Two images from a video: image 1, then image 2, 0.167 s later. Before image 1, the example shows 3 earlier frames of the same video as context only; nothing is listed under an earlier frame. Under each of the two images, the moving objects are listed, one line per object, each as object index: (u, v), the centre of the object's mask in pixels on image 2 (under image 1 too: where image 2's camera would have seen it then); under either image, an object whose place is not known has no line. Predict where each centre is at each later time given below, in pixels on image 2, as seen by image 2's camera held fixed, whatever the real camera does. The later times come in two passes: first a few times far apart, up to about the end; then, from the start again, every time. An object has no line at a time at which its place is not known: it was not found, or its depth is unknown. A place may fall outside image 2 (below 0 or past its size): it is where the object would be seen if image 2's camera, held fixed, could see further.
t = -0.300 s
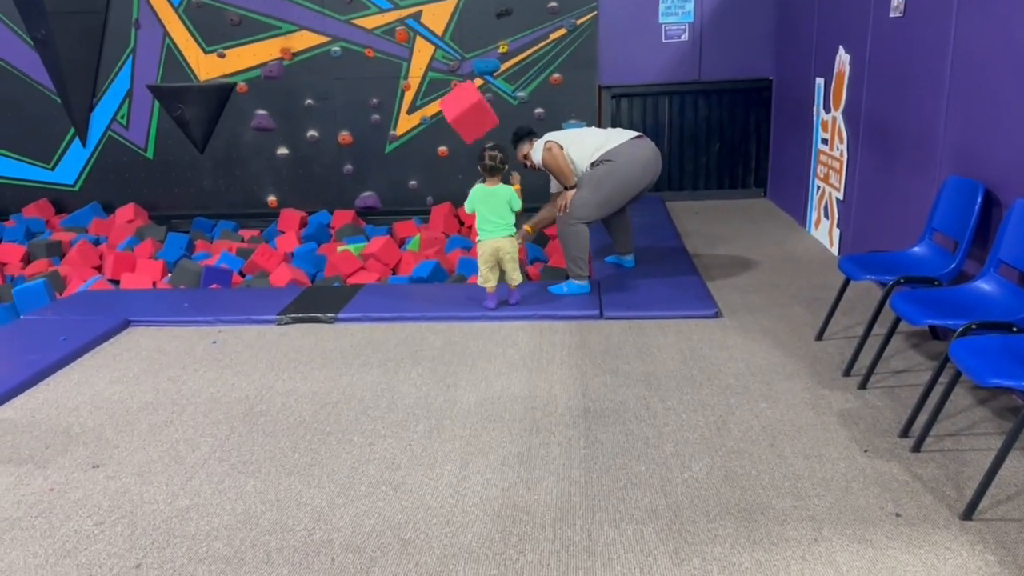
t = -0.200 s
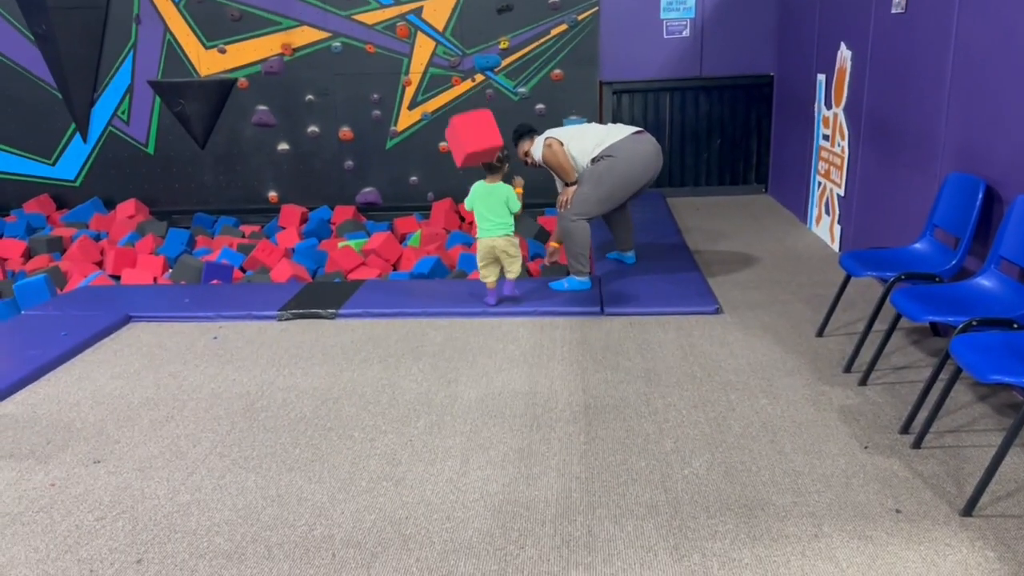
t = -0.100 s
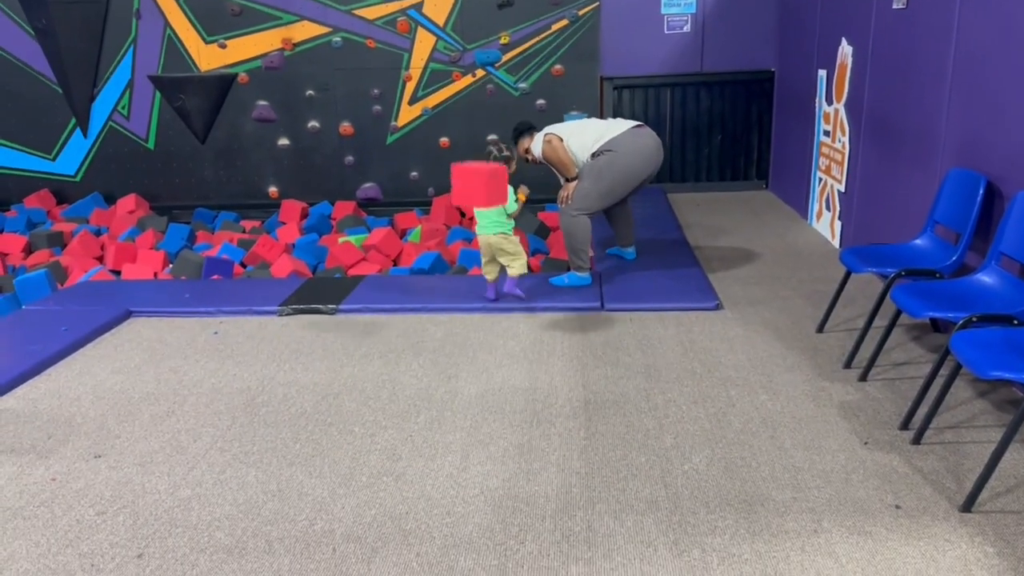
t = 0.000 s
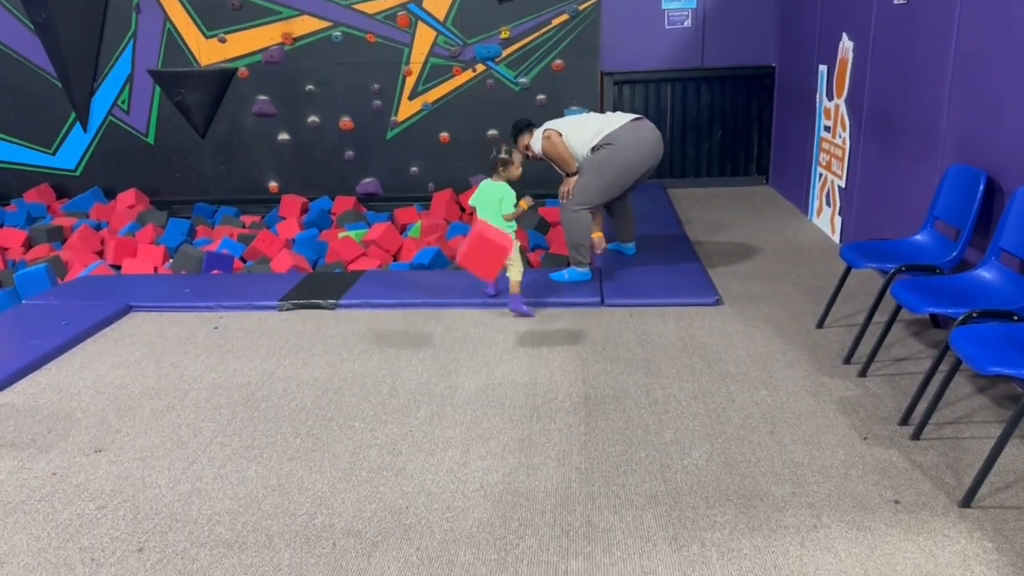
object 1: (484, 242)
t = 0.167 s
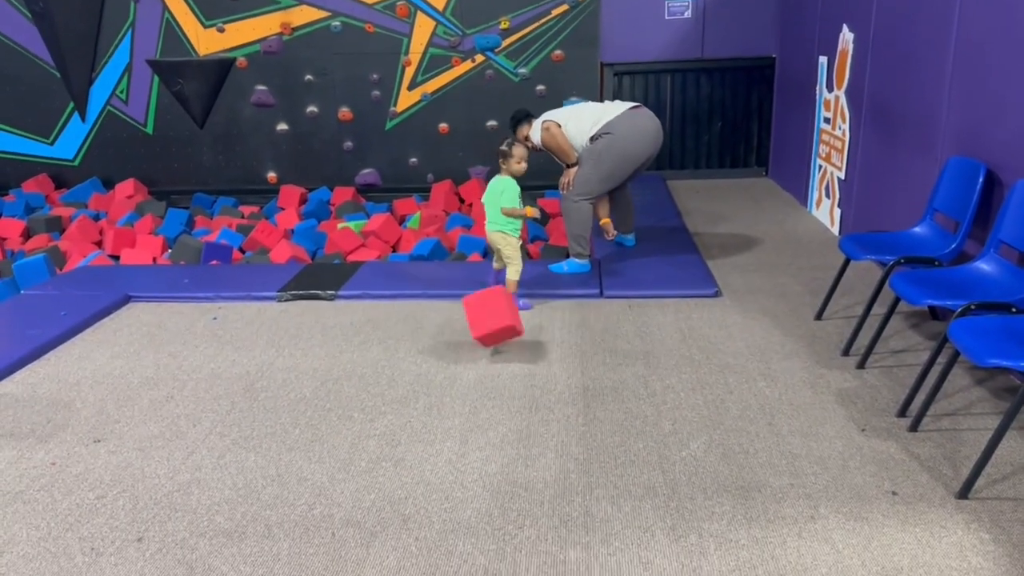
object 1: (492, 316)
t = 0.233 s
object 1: (498, 297)
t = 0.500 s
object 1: (524, 311)
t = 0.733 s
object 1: (560, 352)
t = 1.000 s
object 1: (590, 365)
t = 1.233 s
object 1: (590, 375)
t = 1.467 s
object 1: (567, 381)
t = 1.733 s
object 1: (566, 373)
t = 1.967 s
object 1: (572, 379)
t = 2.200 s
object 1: (572, 379)
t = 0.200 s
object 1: (495, 305)
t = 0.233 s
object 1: (498, 297)
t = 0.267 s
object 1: (501, 292)
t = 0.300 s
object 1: (504, 289)
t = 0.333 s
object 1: (507, 287)
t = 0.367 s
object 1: (510, 287)
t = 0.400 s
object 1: (514, 290)
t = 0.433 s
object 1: (517, 295)
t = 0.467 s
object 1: (520, 302)
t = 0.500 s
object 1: (524, 311)
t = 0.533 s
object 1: (527, 321)
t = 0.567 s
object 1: (531, 335)
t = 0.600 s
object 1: (534, 346)
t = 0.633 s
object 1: (540, 345)
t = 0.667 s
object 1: (547, 345)
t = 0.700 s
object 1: (554, 347)
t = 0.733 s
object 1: (560, 352)
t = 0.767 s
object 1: (567, 356)
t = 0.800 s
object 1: (570, 354)
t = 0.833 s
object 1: (573, 351)
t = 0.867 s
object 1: (577, 350)
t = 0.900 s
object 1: (580, 351)
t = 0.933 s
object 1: (584, 355)
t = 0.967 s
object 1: (587, 361)
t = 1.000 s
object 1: (590, 365)
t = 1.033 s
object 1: (590, 365)
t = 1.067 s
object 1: (591, 366)
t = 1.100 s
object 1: (592, 369)
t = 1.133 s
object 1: (593, 373)
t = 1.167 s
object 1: (593, 375)
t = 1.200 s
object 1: (591, 375)
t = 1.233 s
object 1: (590, 375)
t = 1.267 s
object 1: (588, 376)
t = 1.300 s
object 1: (586, 376)
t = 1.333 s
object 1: (583, 377)
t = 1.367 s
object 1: (580, 378)
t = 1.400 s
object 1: (576, 380)
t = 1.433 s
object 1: (571, 381)
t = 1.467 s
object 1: (567, 381)
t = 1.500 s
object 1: (564, 380)
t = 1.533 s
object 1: (561, 380)
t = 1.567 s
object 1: (559, 379)
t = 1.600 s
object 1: (559, 377)
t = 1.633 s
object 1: (560, 375)
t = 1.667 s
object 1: (561, 375)
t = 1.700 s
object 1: (563, 374)
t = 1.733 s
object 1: (566, 373)
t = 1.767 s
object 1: (569, 374)
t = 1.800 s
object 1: (572, 375)
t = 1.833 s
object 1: (575, 377)
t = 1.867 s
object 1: (576, 379)
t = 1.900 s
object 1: (575, 379)
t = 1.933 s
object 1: (573, 379)
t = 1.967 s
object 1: (572, 379)
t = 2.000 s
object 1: (570, 380)
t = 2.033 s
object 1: (568, 380)
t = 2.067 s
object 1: (567, 380)
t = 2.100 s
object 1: (568, 379)
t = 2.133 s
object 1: (569, 378)
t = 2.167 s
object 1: (571, 379)
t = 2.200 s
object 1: (572, 379)
